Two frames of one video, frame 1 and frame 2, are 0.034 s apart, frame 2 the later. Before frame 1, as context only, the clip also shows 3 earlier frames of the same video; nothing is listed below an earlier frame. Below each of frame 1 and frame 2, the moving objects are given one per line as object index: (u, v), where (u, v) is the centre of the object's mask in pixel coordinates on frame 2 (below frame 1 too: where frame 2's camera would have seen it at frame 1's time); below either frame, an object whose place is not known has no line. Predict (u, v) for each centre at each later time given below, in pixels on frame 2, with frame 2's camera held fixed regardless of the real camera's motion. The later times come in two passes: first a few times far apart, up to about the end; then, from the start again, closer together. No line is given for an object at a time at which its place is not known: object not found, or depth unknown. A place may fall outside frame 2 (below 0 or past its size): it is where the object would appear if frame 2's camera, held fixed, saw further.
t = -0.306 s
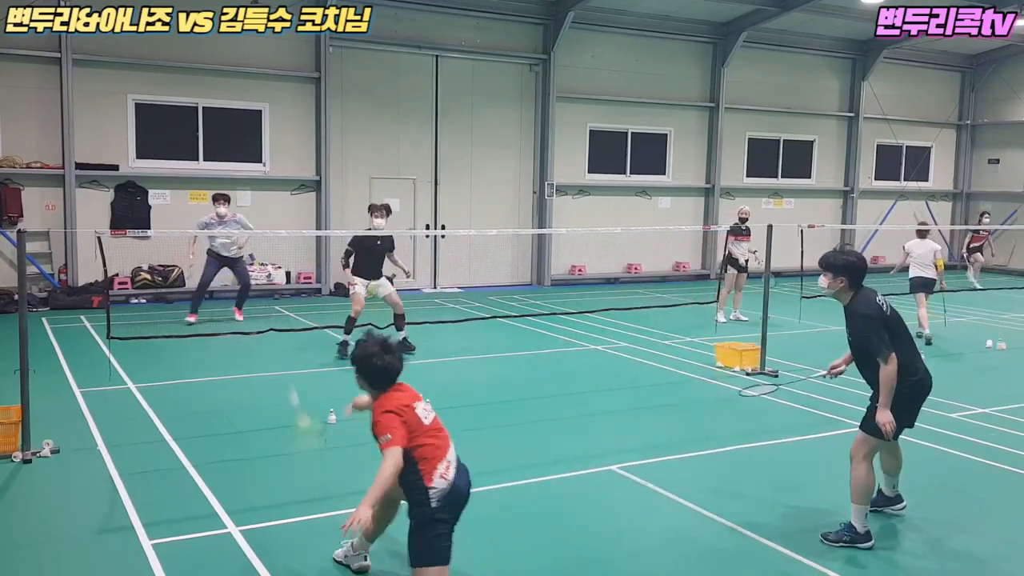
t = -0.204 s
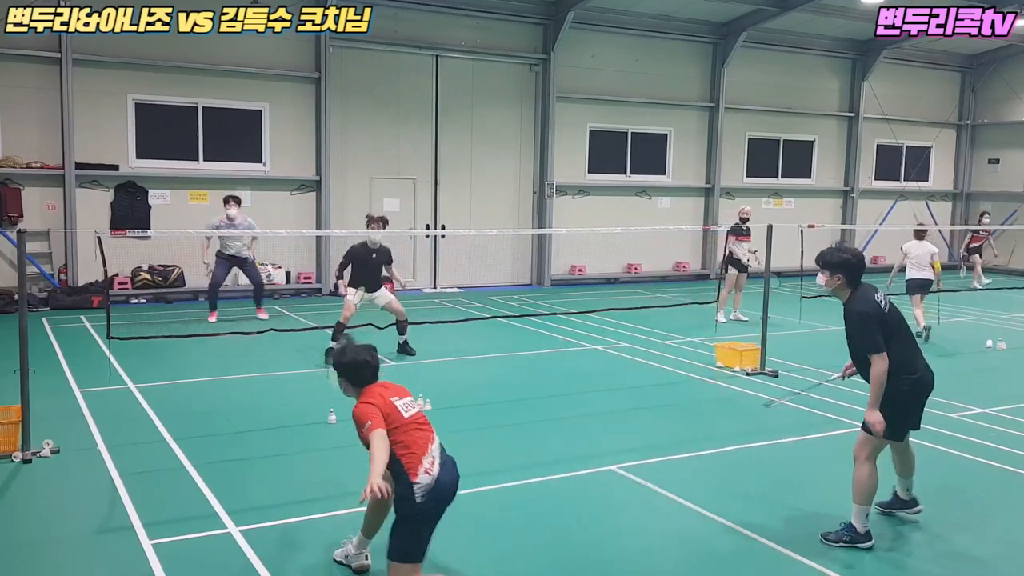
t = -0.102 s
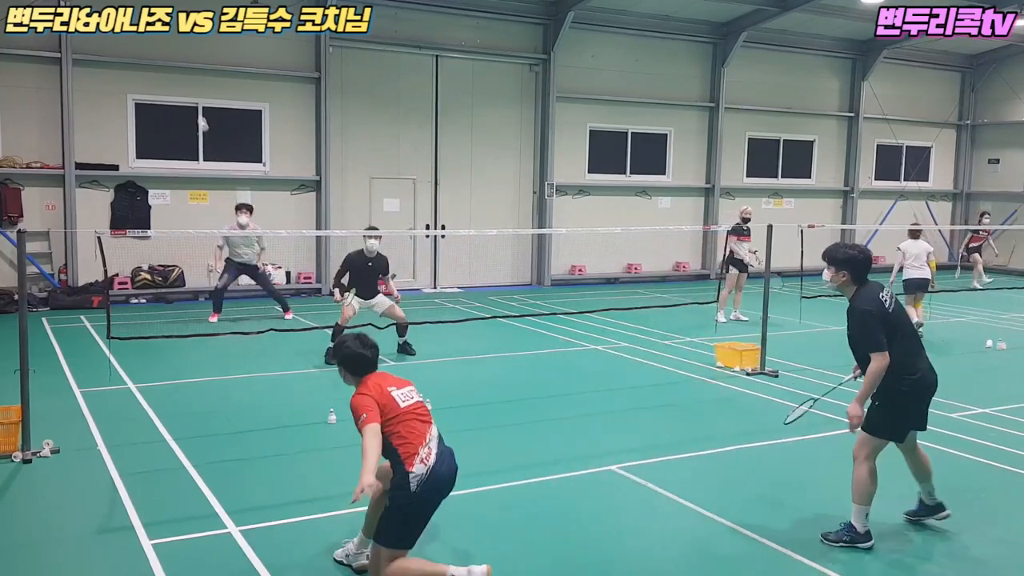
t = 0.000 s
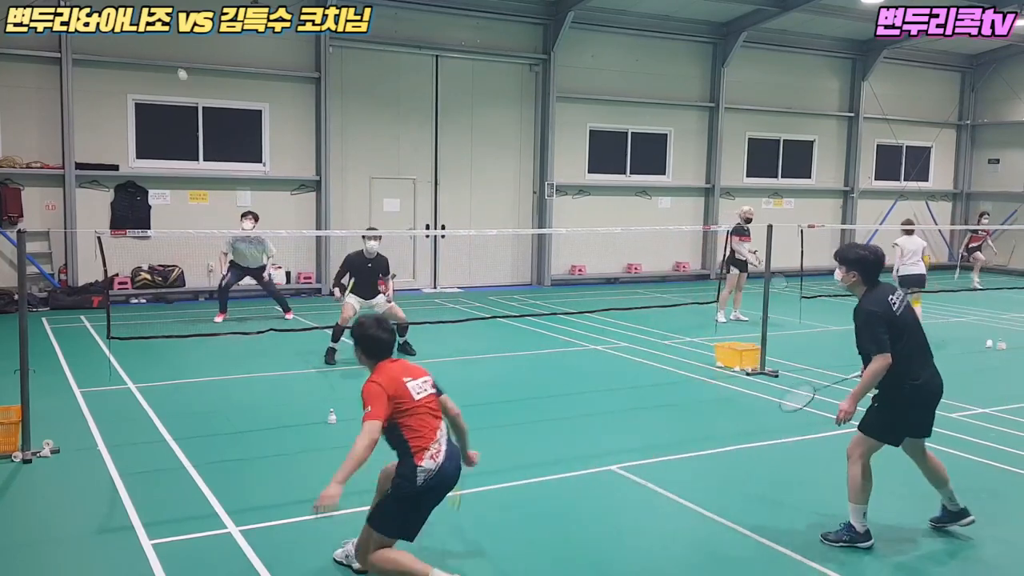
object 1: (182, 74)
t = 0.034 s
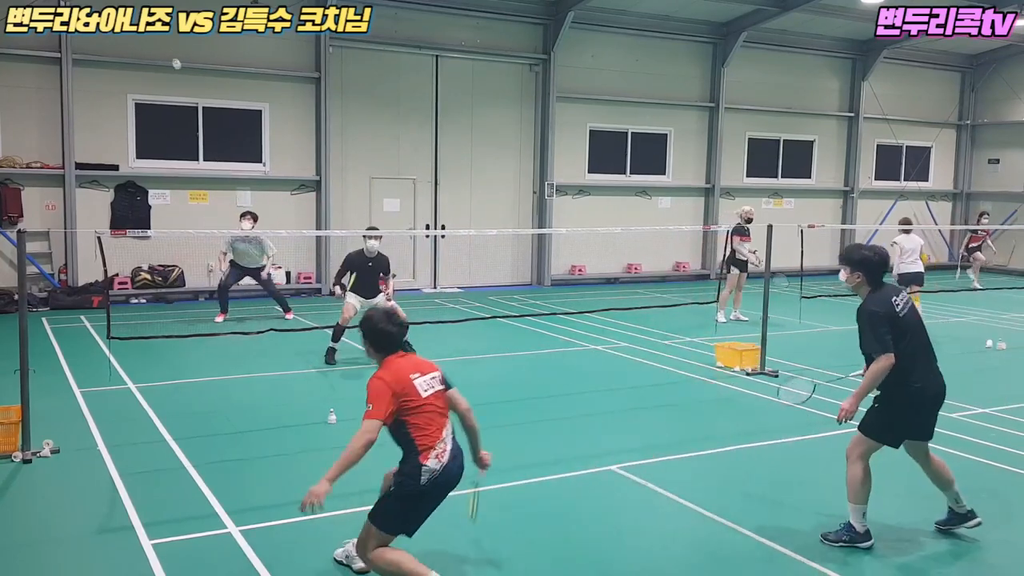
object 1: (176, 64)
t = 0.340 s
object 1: (145, 42)
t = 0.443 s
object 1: (140, 54)
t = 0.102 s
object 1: (167, 49)
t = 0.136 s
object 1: (162, 44)
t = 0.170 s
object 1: (159, 41)
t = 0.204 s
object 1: (156, 39)
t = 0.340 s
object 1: (145, 42)
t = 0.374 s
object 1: (143, 45)
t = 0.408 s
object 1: (142, 49)
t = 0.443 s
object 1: (140, 54)
